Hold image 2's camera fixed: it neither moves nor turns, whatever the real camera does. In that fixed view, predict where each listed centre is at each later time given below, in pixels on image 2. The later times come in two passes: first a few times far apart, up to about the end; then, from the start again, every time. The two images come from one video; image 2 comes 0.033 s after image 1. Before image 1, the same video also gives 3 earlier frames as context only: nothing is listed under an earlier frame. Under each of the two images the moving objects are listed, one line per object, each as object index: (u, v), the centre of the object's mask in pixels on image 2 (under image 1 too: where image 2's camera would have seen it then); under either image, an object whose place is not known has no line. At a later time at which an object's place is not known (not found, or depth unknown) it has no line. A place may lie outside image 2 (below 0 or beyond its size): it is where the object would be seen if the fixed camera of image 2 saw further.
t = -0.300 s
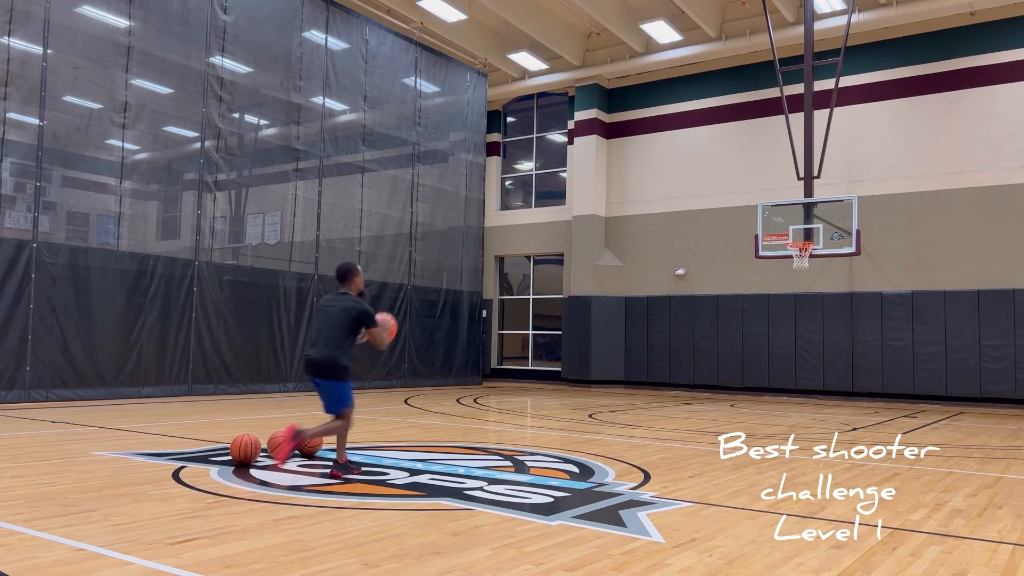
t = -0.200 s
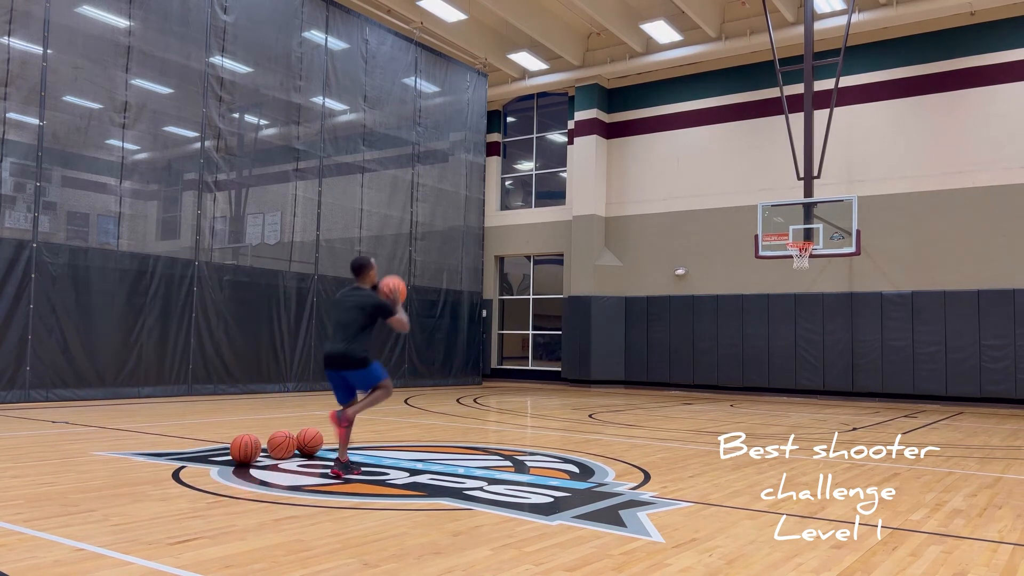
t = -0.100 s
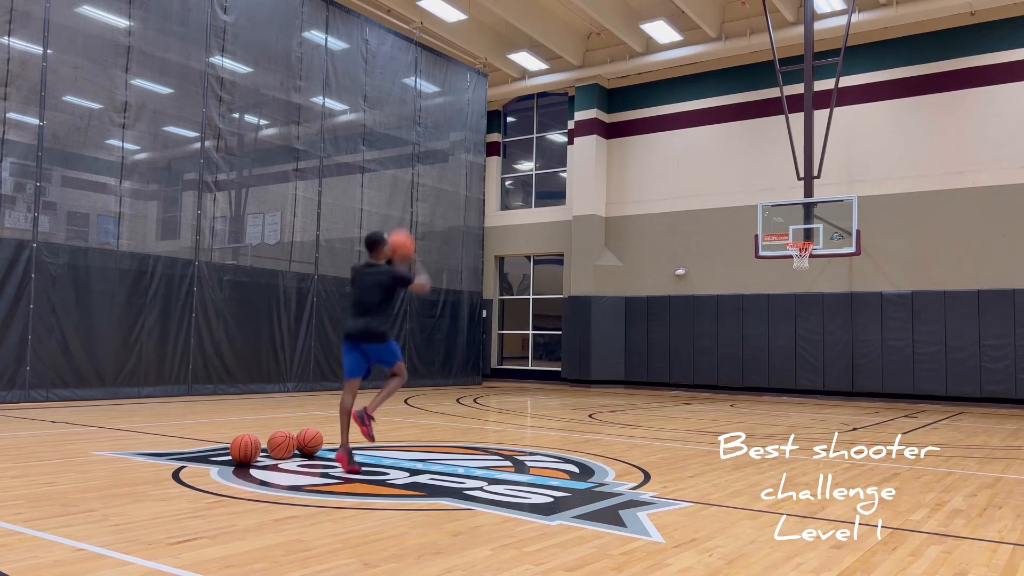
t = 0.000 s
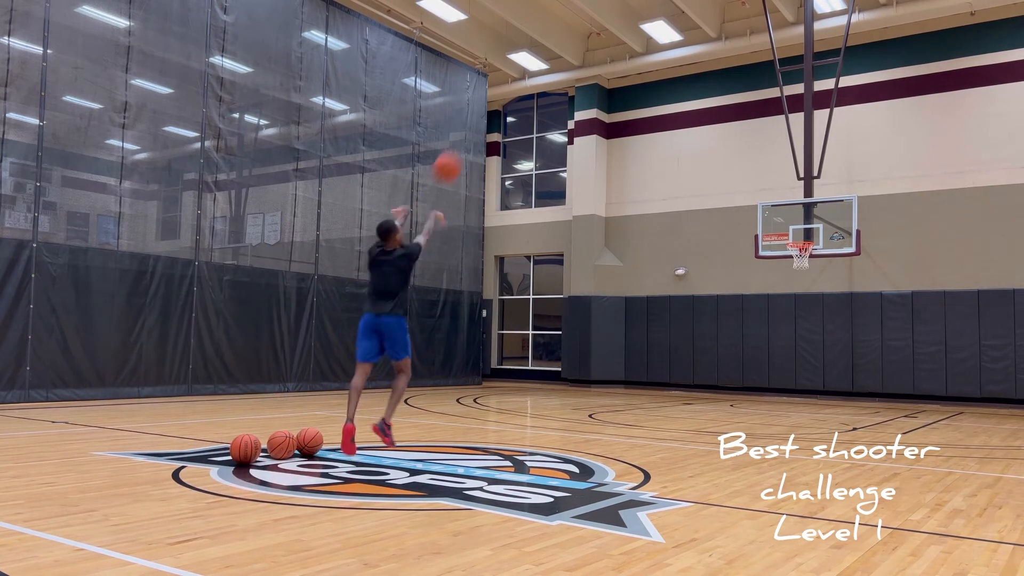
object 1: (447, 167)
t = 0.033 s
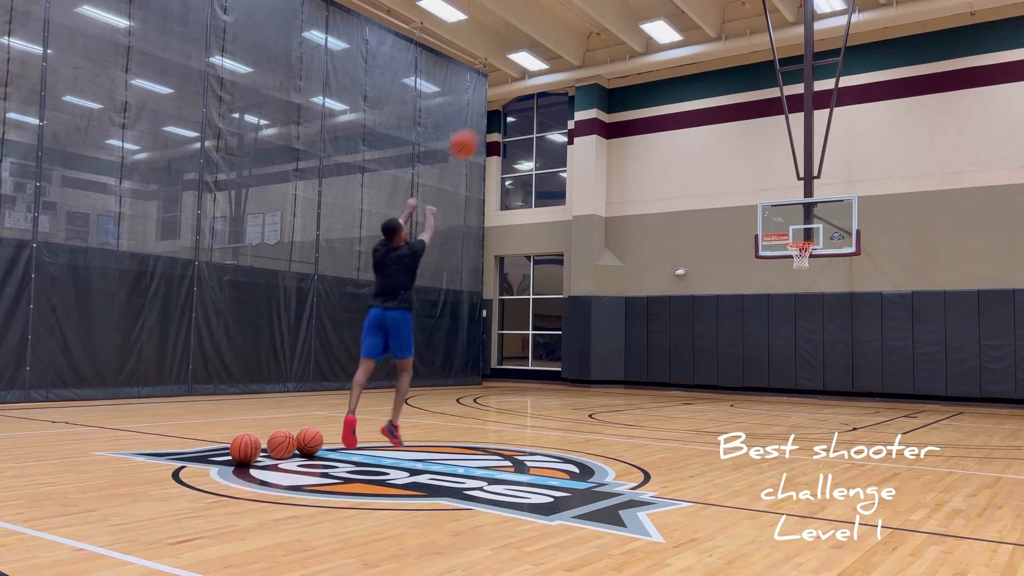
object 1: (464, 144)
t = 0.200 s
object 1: (537, 59)
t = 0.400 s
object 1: (602, 10)
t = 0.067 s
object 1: (480, 123)
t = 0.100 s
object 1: (495, 107)
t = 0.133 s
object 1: (509, 89)
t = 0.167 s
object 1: (522, 75)
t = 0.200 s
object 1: (537, 59)
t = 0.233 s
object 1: (549, 49)
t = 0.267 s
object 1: (560, 39)
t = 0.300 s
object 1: (571, 30)
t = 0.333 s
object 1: (582, 23)
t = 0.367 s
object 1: (592, 16)
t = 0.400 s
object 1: (602, 10)
